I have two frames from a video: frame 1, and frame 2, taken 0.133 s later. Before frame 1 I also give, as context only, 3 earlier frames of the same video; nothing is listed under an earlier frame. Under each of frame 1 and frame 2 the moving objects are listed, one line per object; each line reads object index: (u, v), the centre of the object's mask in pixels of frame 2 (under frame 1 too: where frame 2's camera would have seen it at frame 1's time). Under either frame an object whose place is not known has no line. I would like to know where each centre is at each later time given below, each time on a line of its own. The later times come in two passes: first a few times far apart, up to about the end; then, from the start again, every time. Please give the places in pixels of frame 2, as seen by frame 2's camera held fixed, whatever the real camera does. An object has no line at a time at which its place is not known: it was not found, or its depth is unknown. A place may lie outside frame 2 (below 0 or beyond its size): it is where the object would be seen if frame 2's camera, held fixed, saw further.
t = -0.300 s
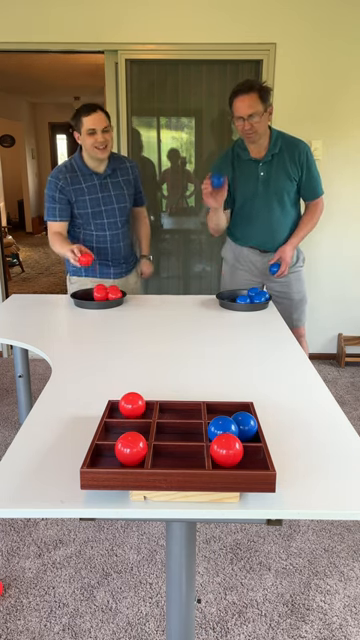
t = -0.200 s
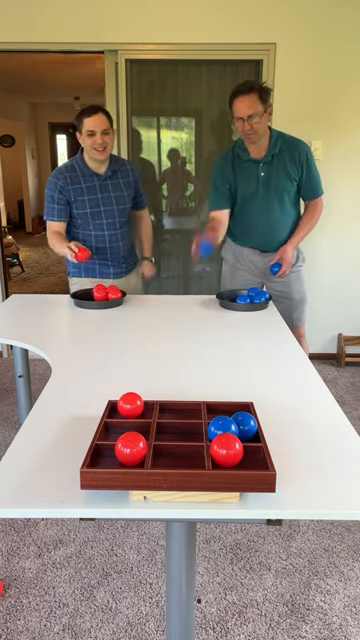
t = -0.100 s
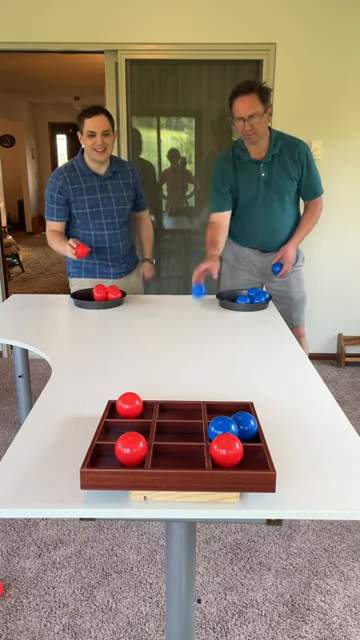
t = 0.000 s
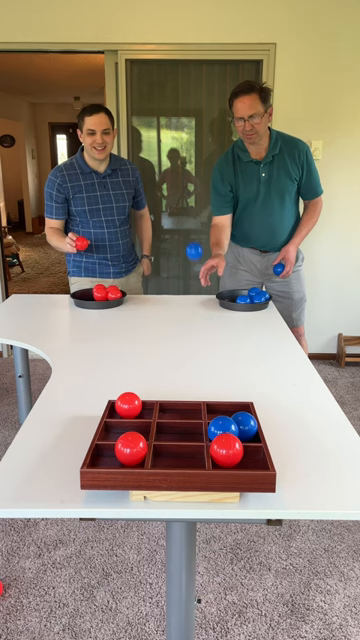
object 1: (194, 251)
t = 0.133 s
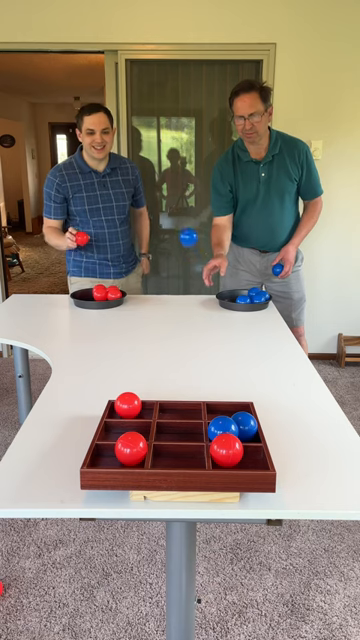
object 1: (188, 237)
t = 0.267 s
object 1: (185, 277)
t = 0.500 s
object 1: (178, 323)
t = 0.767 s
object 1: (169, 375)
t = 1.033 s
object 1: (151, 409)
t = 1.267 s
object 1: (150, 447)
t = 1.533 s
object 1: (161, 603)
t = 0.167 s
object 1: (187, 242)
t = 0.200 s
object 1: (186, 250)
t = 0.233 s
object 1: (185, 261)
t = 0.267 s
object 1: (185, 277)
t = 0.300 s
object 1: (184, 295)
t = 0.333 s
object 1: (183, 316)
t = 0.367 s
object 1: (182, 342)
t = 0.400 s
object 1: (181, 348)
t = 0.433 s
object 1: (180, 337)
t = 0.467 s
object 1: (179, 329)
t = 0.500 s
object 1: (178, 323)
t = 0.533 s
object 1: (177, 321)
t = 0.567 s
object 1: (176, 323)
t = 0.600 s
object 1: (175, 329)
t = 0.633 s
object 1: (174, 339)
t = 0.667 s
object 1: (174, 354)
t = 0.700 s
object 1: (173, 372)
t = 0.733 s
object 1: (171, 385)
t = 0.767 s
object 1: (169, 375)
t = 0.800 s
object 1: (167, 369)
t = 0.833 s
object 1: (165, 367)
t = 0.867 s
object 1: (163, 370)
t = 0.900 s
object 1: (160, 376)
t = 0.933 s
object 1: (158, 388)
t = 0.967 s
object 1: (155, 405)
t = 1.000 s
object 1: (153, 415)
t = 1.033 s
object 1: (151, 409)
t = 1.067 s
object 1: (149, 407)
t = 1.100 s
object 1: (147, 411)
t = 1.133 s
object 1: (145, 419)
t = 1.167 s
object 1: (146, 424)
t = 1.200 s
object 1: (147, 431)
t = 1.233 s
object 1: (149, 444)
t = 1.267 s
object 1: (150, 447)
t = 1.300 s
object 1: (152, 448)
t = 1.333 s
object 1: (153, 453)
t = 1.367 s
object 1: (154, 464)
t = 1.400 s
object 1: (156, 478)
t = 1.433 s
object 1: (157, 499)
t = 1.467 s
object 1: (159, 532)
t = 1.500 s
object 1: (160, 565)
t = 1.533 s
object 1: (161, 603)
